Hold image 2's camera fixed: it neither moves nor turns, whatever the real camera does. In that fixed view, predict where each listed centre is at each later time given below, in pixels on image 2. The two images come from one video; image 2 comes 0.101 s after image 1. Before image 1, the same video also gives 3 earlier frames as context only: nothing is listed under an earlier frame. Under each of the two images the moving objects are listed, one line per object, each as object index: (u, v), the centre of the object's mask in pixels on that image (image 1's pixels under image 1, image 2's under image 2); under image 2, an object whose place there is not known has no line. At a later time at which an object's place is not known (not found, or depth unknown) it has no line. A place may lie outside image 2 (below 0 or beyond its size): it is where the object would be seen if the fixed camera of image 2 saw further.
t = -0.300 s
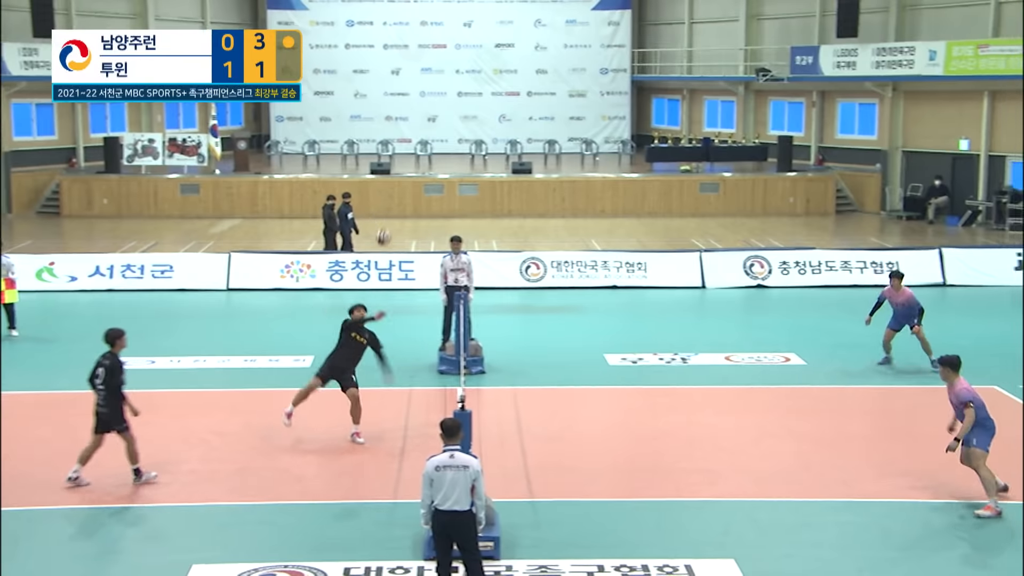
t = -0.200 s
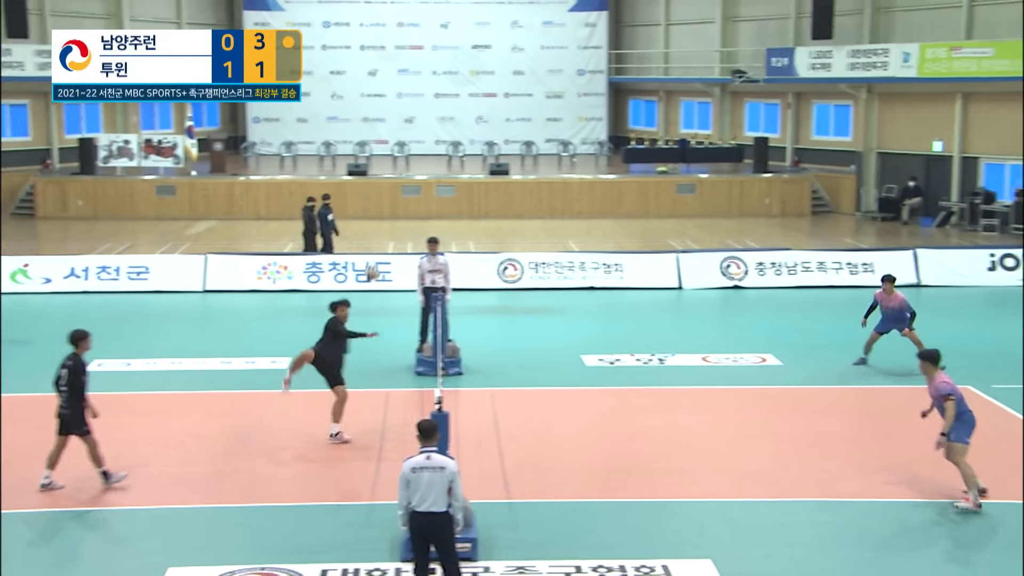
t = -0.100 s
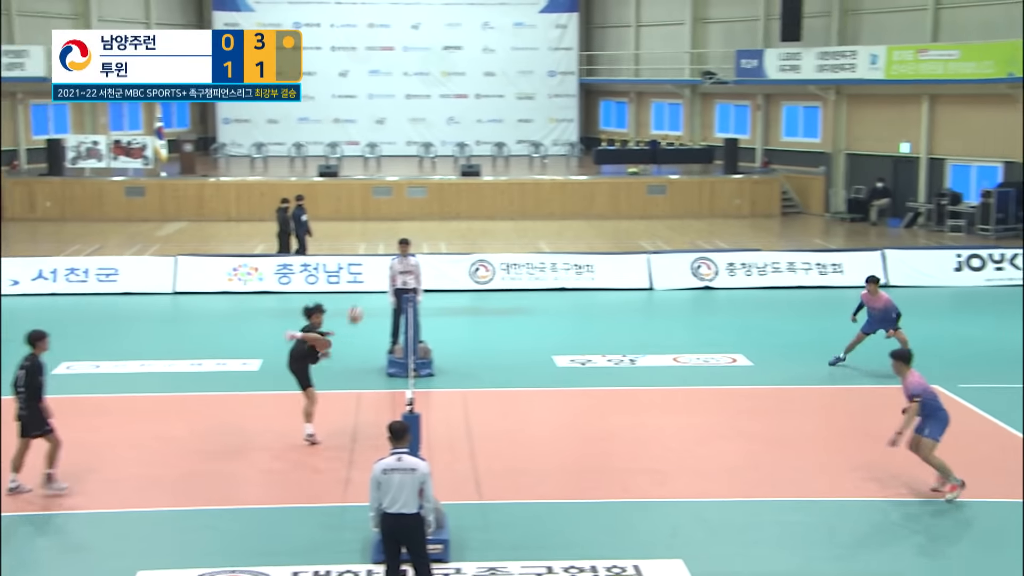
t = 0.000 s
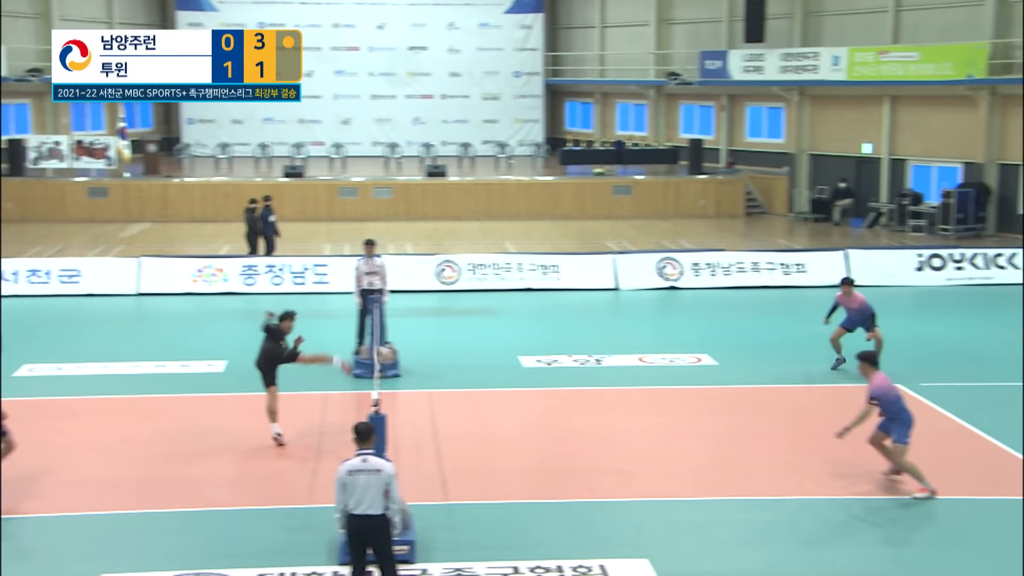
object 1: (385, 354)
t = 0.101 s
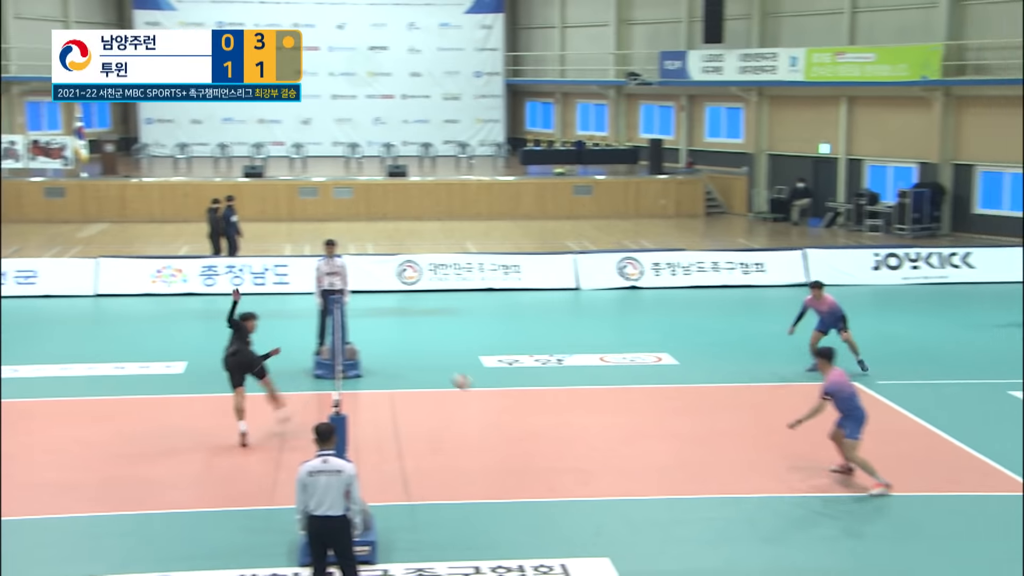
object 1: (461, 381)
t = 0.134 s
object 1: (499, 390)
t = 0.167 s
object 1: (537, 400)
